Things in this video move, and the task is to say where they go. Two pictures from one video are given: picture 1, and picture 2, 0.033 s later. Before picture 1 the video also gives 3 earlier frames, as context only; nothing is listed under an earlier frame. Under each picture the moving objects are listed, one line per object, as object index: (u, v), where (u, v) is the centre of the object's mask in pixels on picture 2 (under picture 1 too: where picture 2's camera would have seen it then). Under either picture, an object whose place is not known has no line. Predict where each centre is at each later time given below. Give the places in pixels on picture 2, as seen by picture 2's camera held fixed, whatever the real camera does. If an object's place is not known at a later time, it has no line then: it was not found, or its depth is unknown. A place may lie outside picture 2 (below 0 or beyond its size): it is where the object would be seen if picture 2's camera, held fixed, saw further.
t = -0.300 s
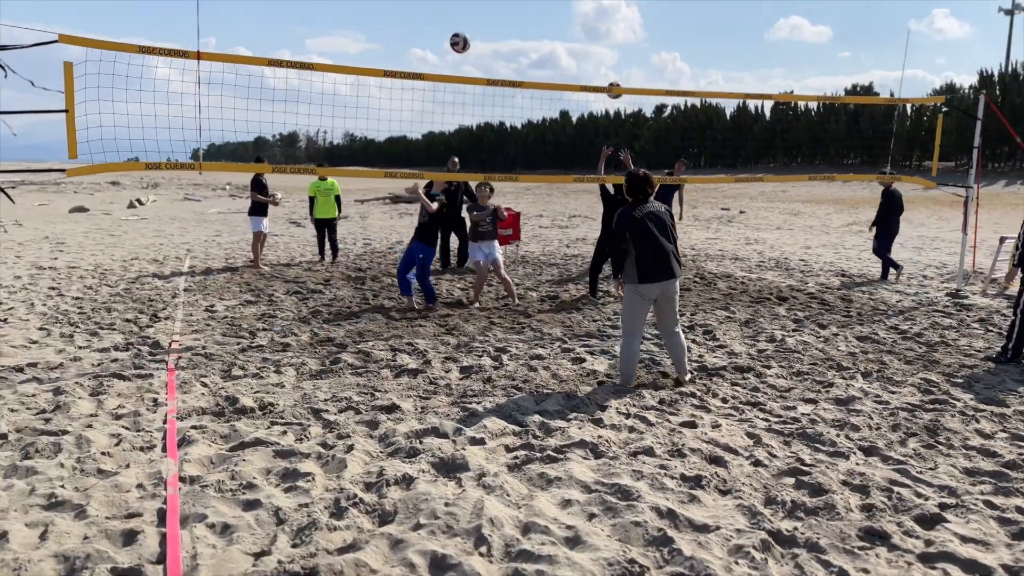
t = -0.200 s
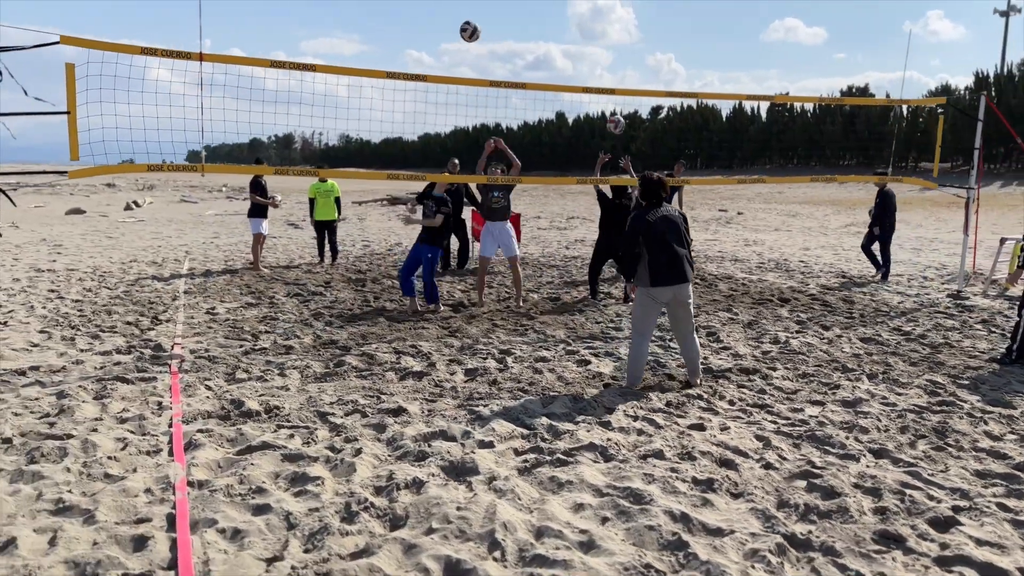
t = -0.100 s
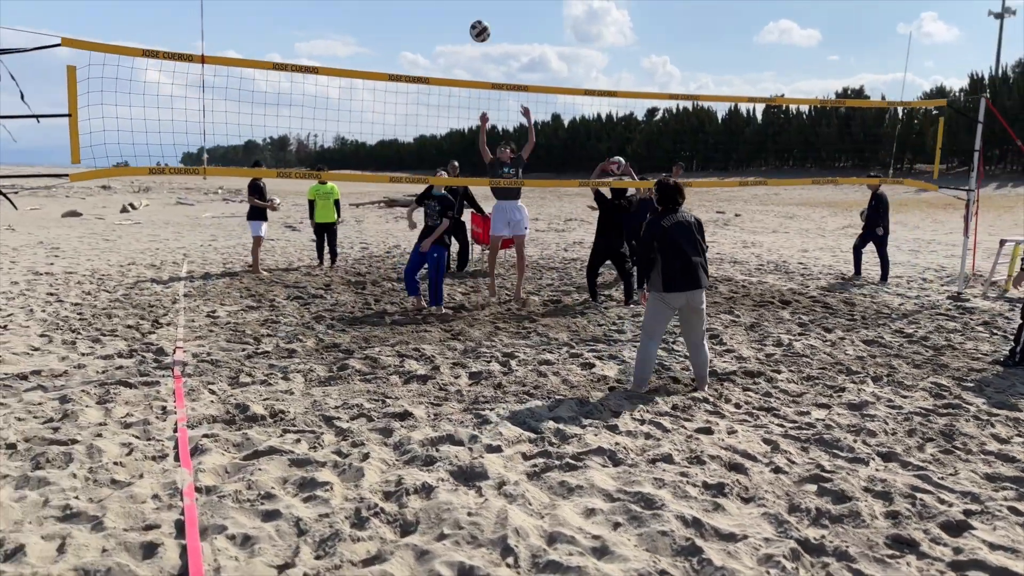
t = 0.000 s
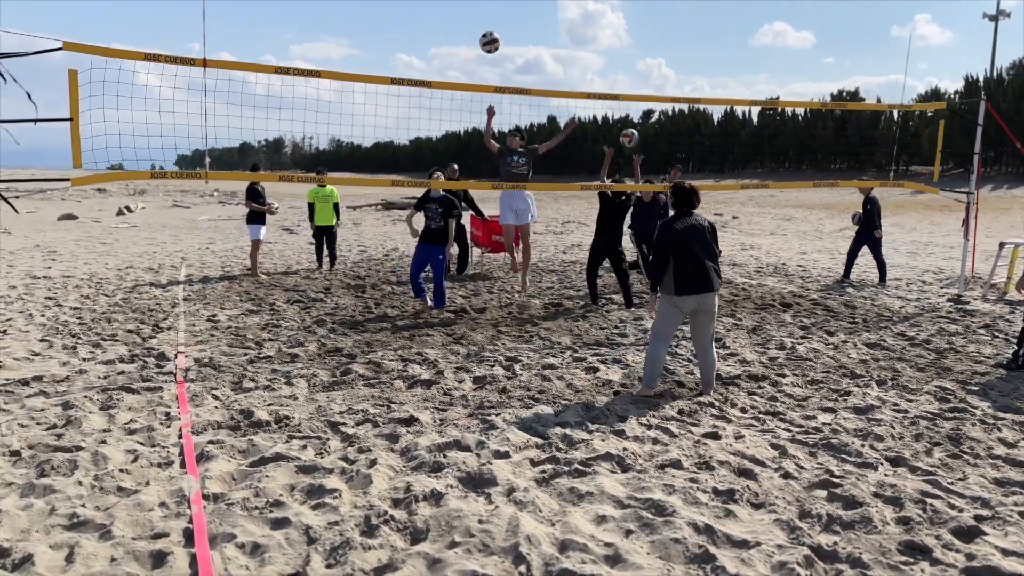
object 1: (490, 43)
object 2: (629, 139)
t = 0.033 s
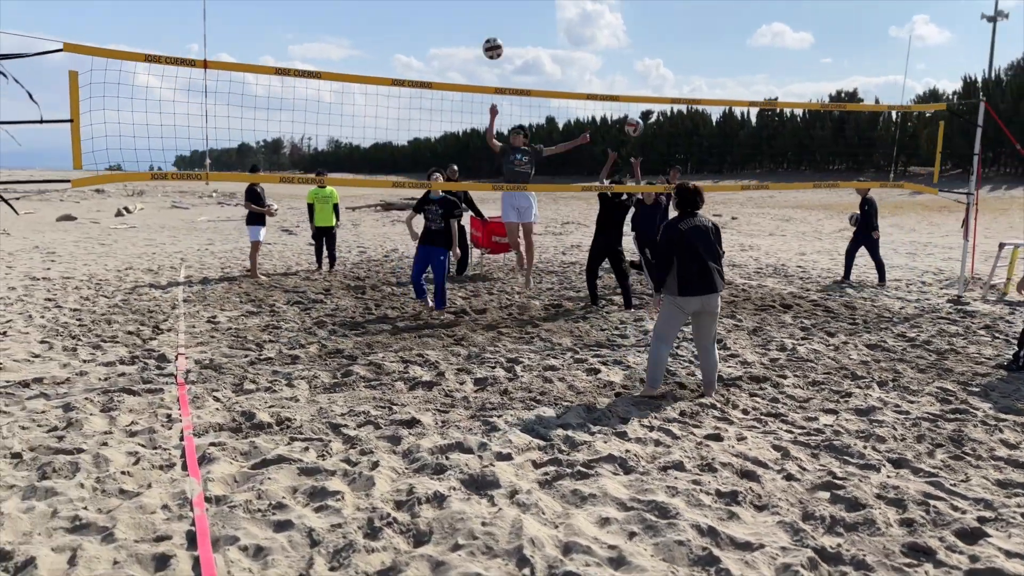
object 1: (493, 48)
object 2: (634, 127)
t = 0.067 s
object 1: (495, 54)
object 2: (639, 115)
